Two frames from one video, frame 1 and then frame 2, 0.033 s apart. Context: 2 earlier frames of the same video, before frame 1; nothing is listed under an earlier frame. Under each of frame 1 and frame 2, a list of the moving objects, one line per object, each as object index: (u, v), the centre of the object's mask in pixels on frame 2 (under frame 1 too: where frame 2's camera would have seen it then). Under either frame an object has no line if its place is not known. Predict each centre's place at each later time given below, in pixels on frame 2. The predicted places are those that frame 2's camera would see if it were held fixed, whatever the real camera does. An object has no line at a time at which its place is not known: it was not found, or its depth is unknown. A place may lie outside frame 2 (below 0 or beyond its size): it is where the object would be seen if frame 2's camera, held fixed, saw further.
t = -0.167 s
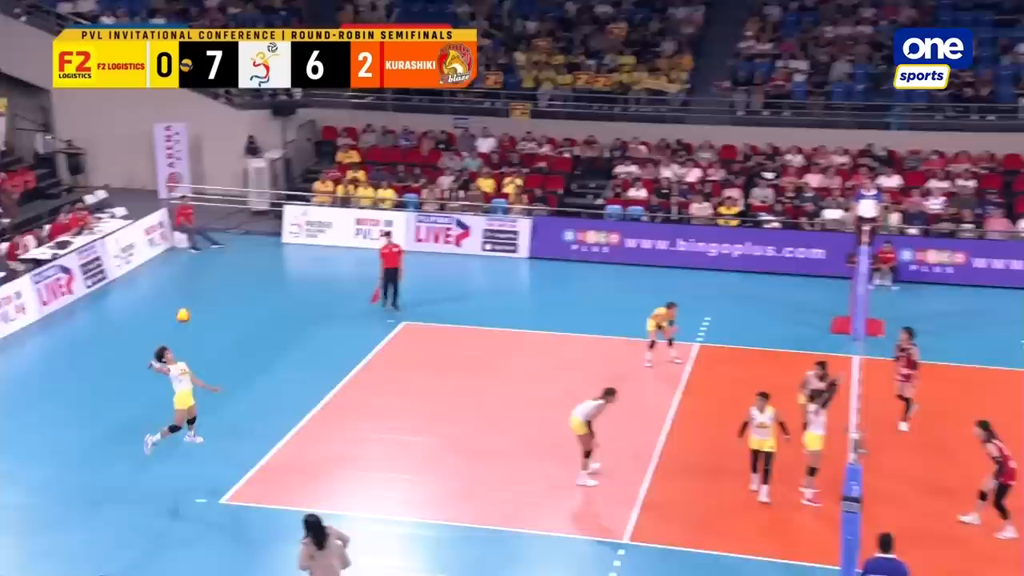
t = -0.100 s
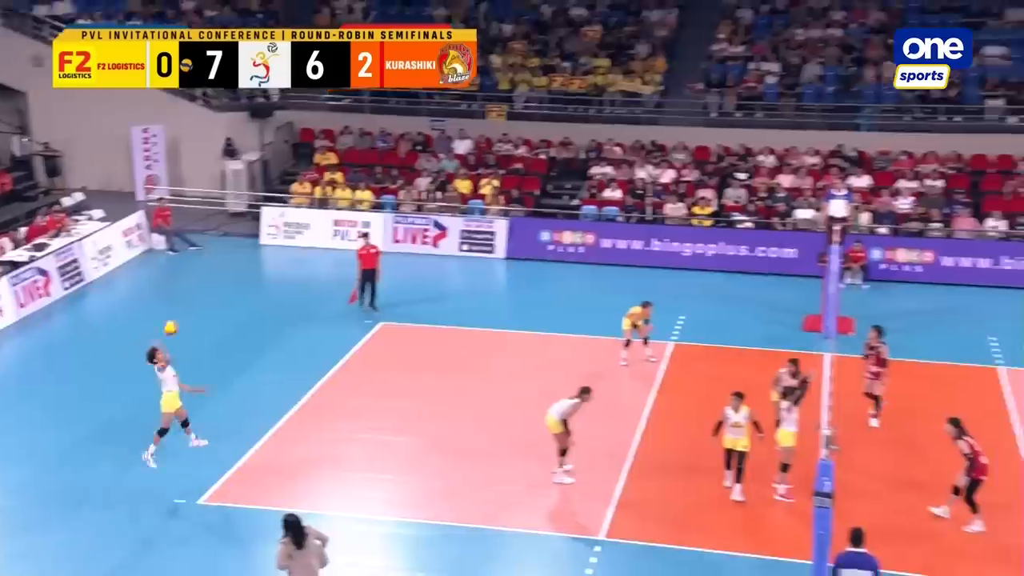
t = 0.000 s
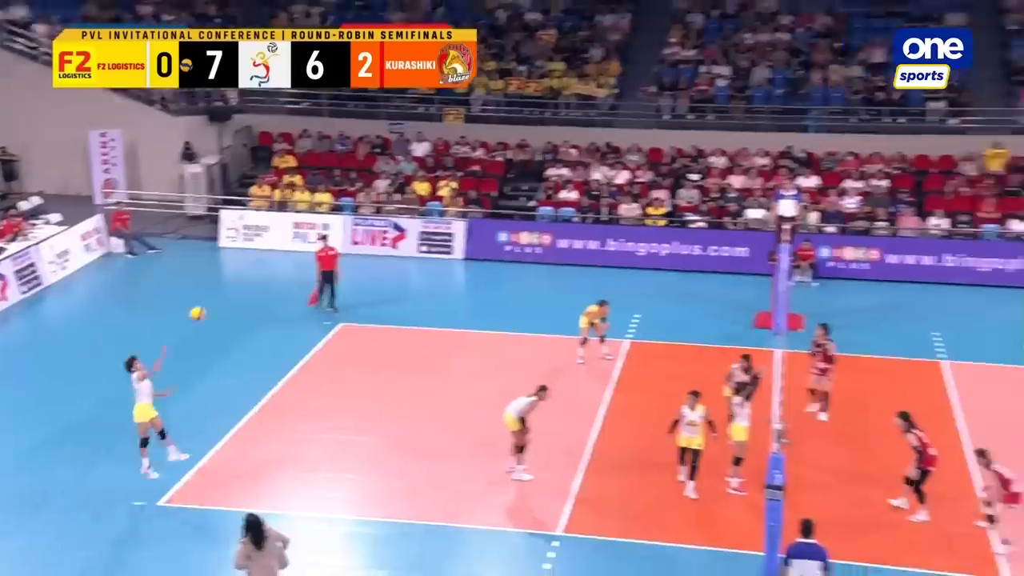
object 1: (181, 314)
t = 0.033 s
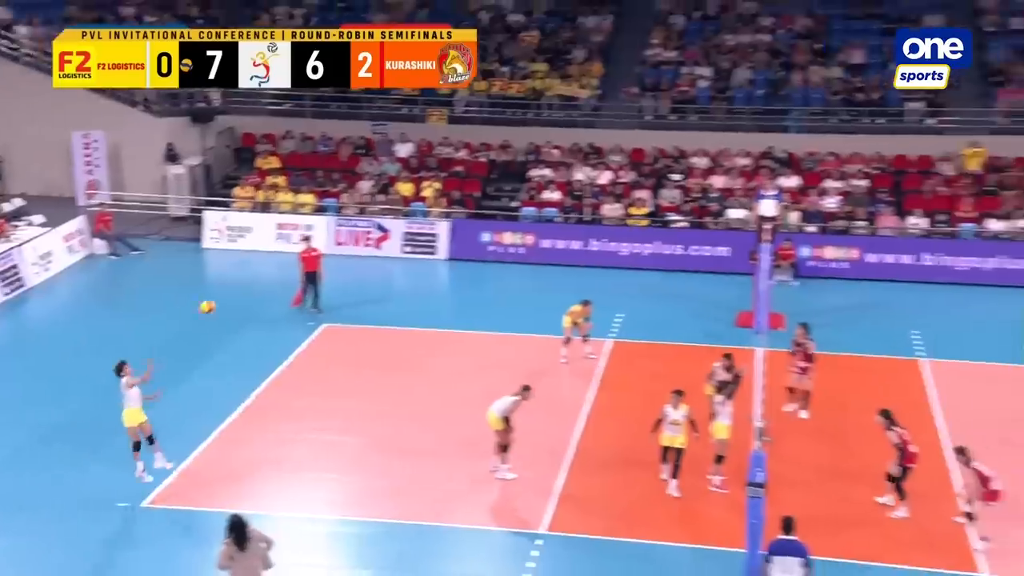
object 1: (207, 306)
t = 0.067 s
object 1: (233, 299)
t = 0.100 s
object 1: (259, 293)
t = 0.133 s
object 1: (284, 288)
